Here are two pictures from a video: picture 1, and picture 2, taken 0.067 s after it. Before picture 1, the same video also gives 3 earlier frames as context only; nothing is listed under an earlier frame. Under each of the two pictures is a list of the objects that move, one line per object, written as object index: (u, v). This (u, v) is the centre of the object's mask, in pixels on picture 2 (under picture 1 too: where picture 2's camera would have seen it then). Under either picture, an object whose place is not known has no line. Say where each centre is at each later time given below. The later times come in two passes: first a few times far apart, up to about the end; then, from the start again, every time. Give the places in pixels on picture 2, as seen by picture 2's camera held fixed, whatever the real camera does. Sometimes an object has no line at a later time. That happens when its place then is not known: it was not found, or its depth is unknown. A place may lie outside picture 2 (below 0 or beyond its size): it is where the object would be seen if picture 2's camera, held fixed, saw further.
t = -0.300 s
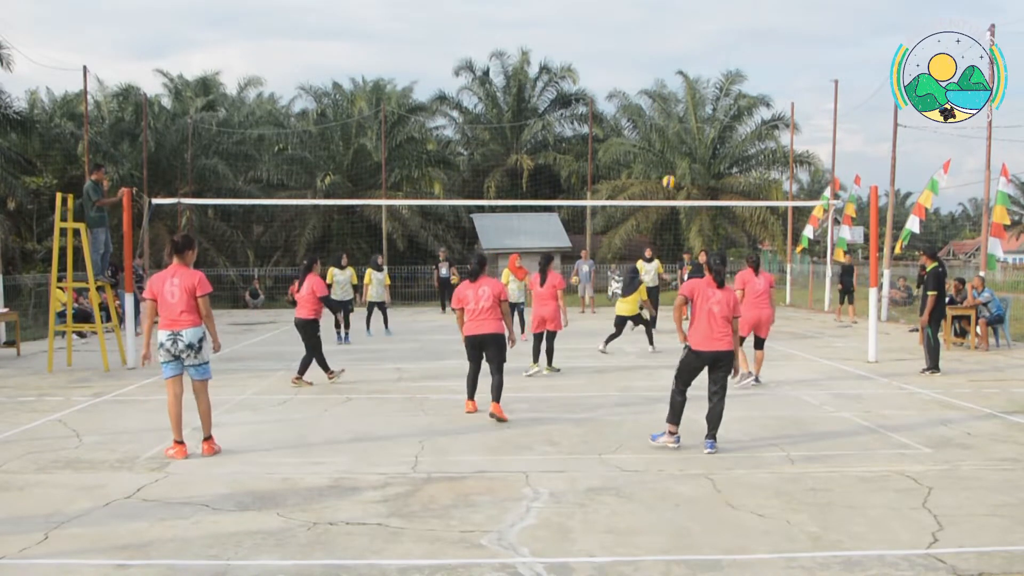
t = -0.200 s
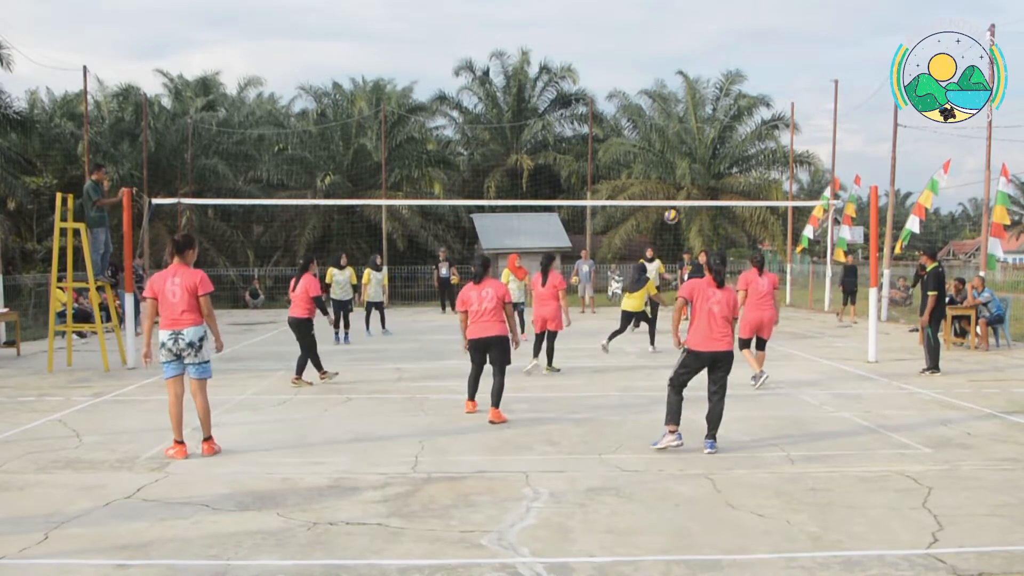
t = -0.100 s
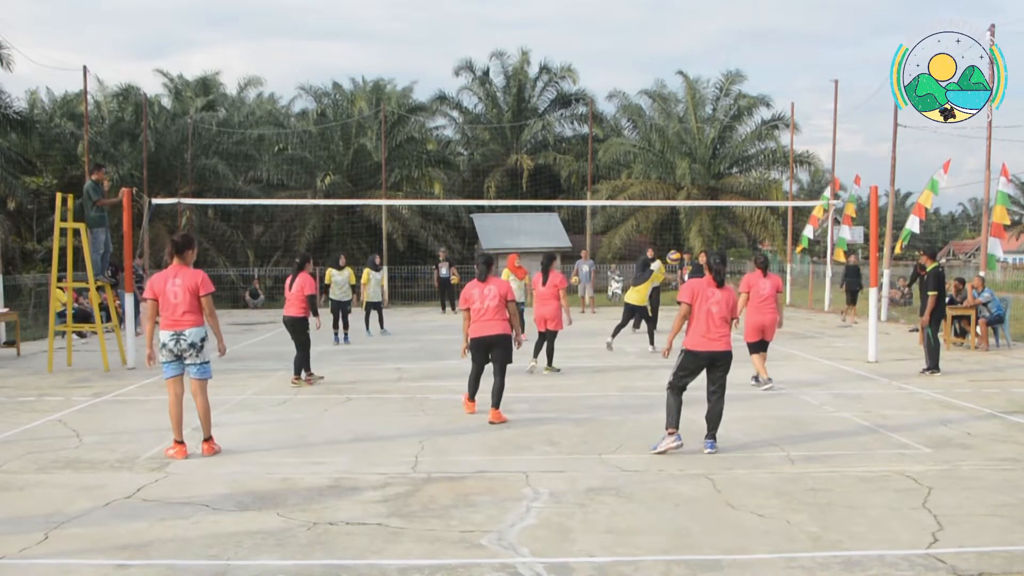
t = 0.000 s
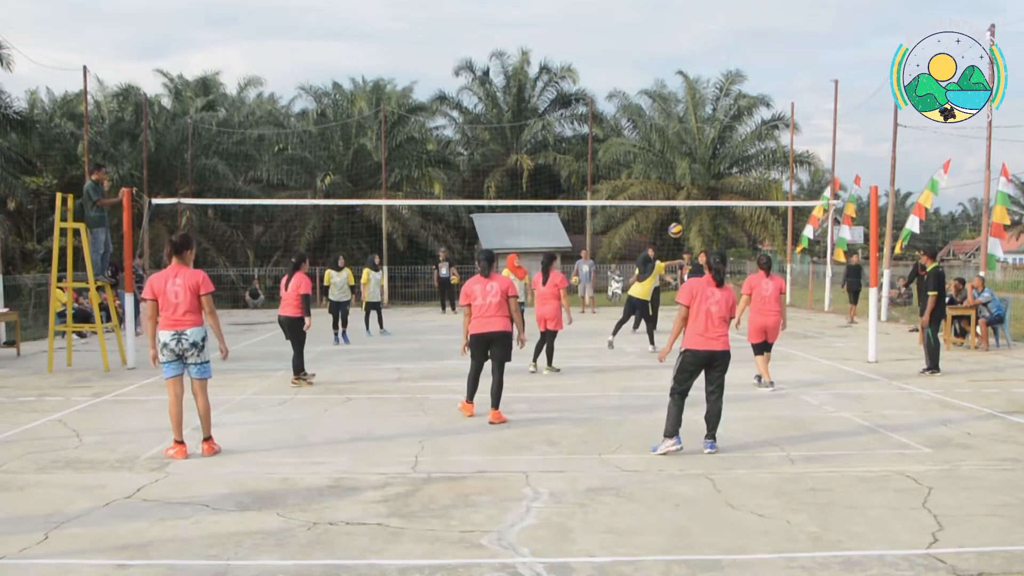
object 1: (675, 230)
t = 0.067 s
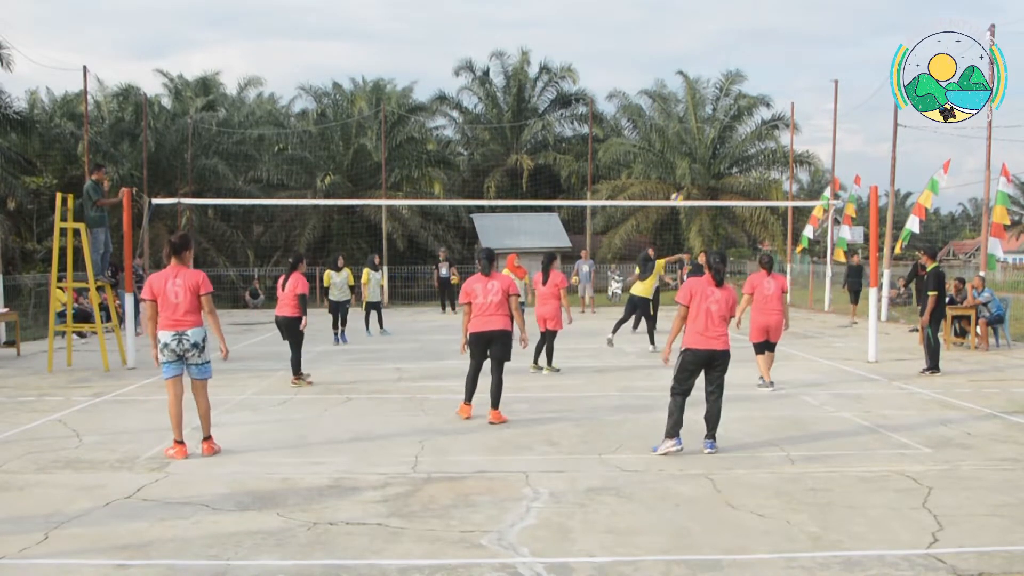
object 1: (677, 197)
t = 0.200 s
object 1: (679, 148)
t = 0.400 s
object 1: (681, 95)
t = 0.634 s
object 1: (683, 67)
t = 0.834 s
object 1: (685, 68)
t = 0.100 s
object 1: (677, 186)
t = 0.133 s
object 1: (678, 172)
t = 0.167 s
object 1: (678, 160)
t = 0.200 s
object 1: (679, 148)
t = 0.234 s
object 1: (680, 138)
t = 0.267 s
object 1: (680, 128)
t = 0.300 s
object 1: (680, 119)
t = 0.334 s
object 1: (680, 111)
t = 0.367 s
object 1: (681, 103)
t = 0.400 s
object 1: (681, 95)
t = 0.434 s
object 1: (681, 89)
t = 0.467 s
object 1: (682, 83)
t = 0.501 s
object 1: (682, 78)
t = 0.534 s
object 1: (682, 75)
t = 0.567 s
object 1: (682, 71)
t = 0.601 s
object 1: (682, 68)
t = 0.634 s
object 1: (683, 67)
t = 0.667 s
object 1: (683, 66)
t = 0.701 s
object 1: (684, 65)
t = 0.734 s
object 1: (684, 65)
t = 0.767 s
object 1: (684, 65)
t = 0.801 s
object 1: (685, 66)
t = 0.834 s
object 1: (685, 68)
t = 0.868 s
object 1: (686, 71)
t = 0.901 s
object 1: (686, 75)
